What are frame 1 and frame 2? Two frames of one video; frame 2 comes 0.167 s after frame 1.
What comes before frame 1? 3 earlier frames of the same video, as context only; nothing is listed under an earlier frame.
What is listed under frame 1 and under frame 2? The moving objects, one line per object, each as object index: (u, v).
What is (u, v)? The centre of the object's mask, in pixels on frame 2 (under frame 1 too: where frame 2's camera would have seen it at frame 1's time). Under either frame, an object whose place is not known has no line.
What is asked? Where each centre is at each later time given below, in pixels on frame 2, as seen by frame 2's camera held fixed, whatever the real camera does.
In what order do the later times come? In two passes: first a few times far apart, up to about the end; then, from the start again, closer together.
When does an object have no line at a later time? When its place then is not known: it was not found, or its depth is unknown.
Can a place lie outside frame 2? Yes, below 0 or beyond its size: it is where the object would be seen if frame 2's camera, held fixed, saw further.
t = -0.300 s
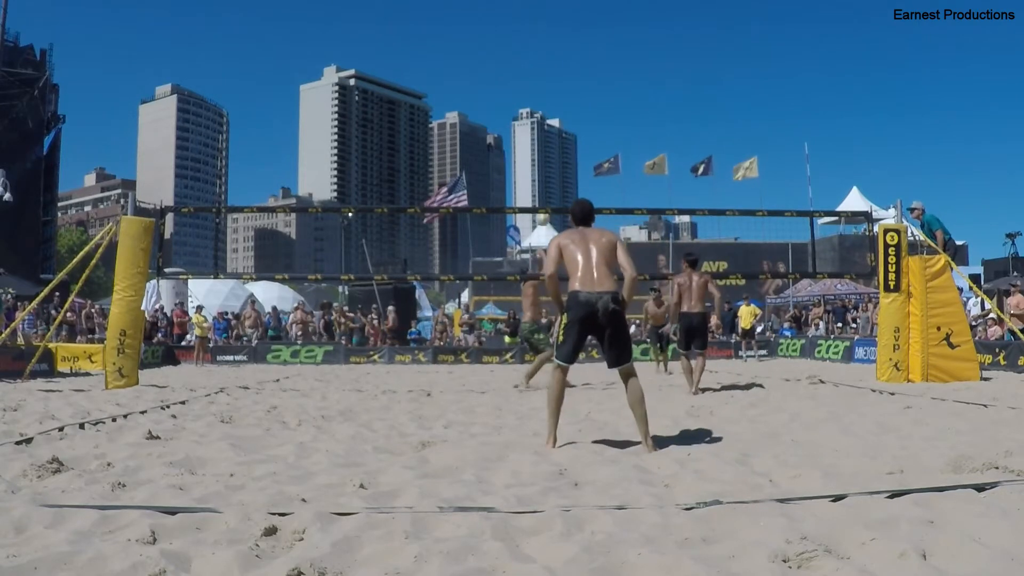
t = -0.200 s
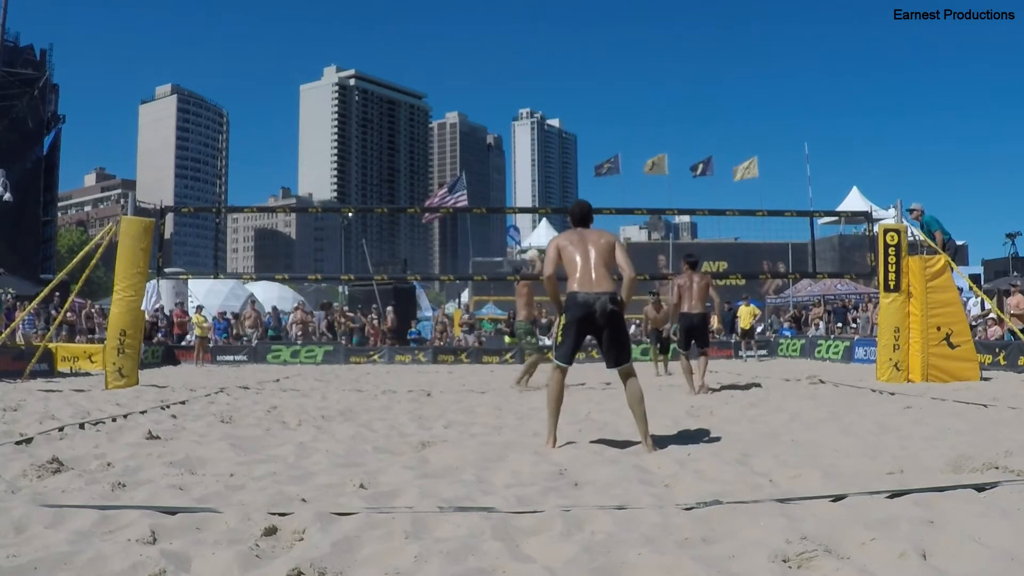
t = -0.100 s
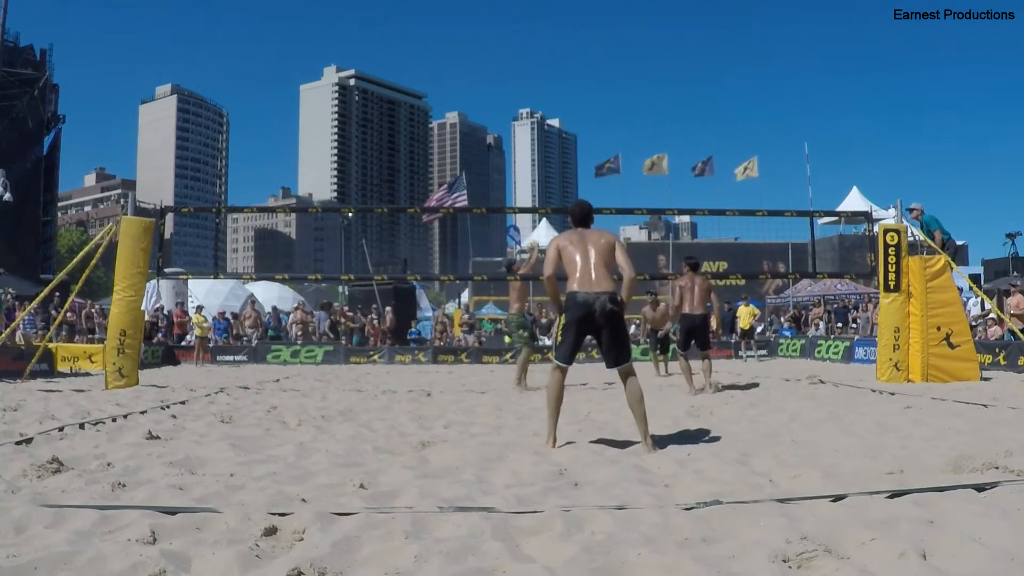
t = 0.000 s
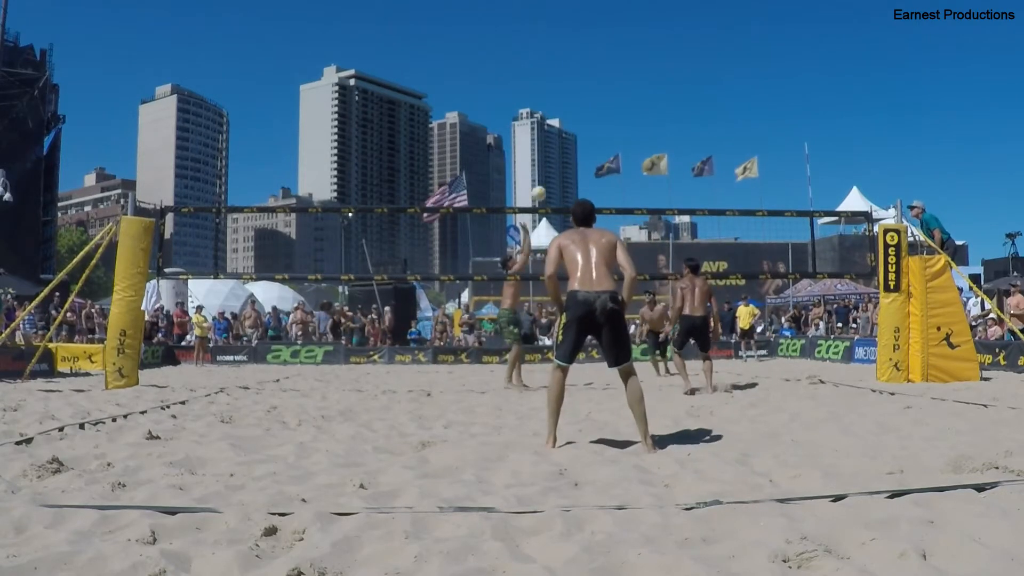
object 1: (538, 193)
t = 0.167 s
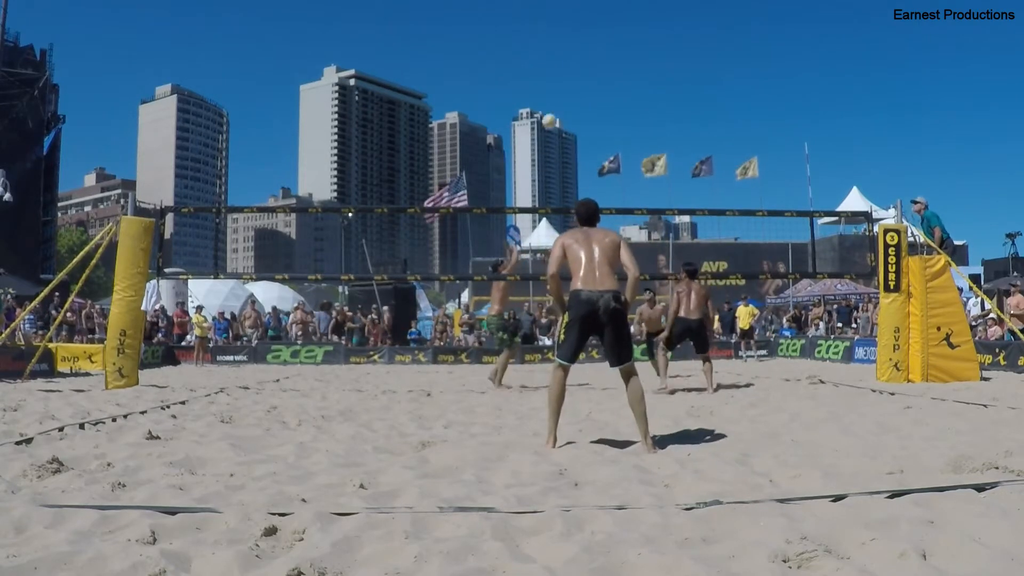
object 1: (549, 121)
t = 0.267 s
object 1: (555, 88)
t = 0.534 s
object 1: (572, 36)
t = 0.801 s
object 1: (587, 31)
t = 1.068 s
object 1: (600, 70)
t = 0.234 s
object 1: (553, 98)
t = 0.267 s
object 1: (555, 88)
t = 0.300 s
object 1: (557, 79)
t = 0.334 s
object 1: (559, 70)
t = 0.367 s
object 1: (562, 63)
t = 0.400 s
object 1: (564, 56)
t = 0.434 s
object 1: (566, 50)
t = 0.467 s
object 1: (568, 45)
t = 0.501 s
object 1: (570, 40)
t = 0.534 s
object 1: (572, 36)
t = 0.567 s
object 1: (574, 33)
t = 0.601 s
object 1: (576, 31)
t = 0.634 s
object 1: (578, 29)
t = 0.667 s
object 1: (580, 28)
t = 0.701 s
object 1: (582, 28)
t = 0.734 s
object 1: (583, 28)
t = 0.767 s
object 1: (585, 29)
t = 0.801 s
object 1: (587, 31)
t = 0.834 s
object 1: (589, 33)
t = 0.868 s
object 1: (590, 37)
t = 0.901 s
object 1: (592, 40)
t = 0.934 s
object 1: (594, 45)
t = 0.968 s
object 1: (595, 50)
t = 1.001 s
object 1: (597, 56)
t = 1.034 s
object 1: (598, 63)
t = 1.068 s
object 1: (600, 70)
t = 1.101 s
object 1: (601, 78)
